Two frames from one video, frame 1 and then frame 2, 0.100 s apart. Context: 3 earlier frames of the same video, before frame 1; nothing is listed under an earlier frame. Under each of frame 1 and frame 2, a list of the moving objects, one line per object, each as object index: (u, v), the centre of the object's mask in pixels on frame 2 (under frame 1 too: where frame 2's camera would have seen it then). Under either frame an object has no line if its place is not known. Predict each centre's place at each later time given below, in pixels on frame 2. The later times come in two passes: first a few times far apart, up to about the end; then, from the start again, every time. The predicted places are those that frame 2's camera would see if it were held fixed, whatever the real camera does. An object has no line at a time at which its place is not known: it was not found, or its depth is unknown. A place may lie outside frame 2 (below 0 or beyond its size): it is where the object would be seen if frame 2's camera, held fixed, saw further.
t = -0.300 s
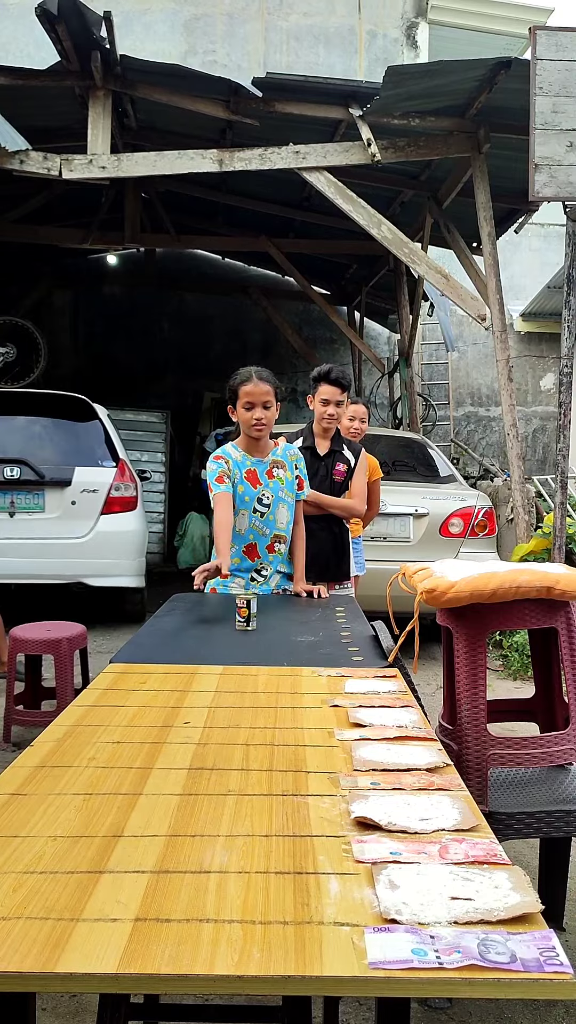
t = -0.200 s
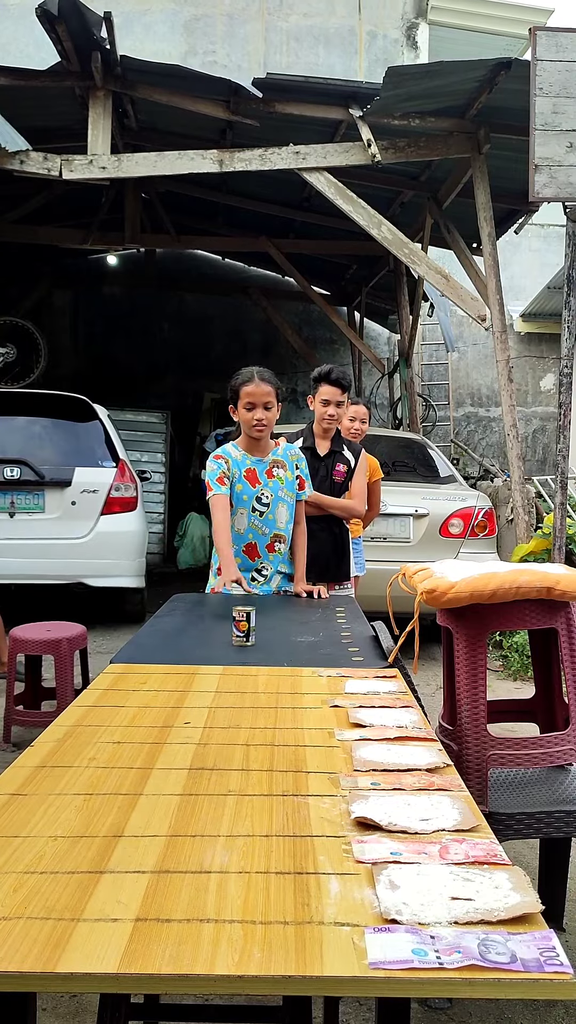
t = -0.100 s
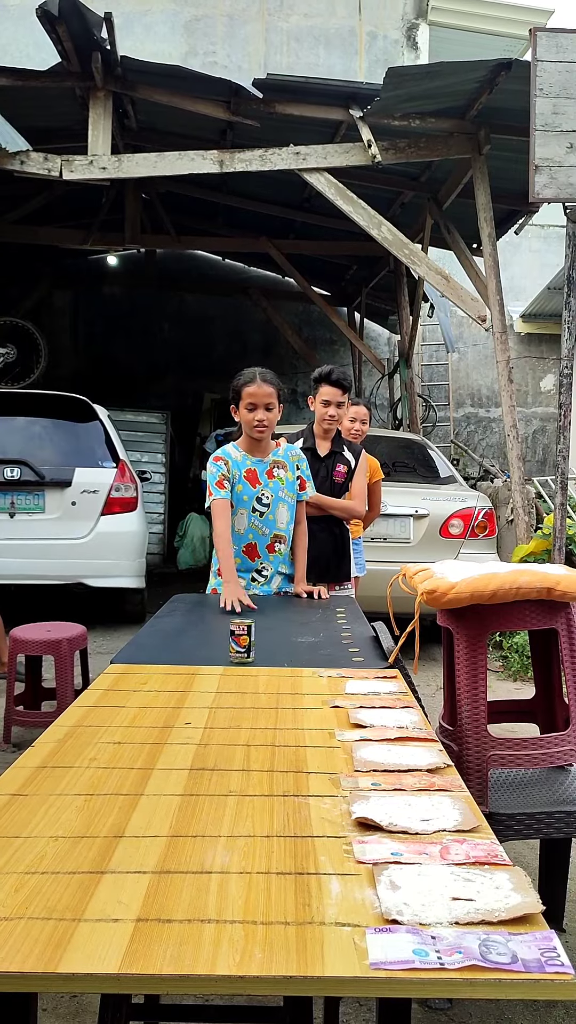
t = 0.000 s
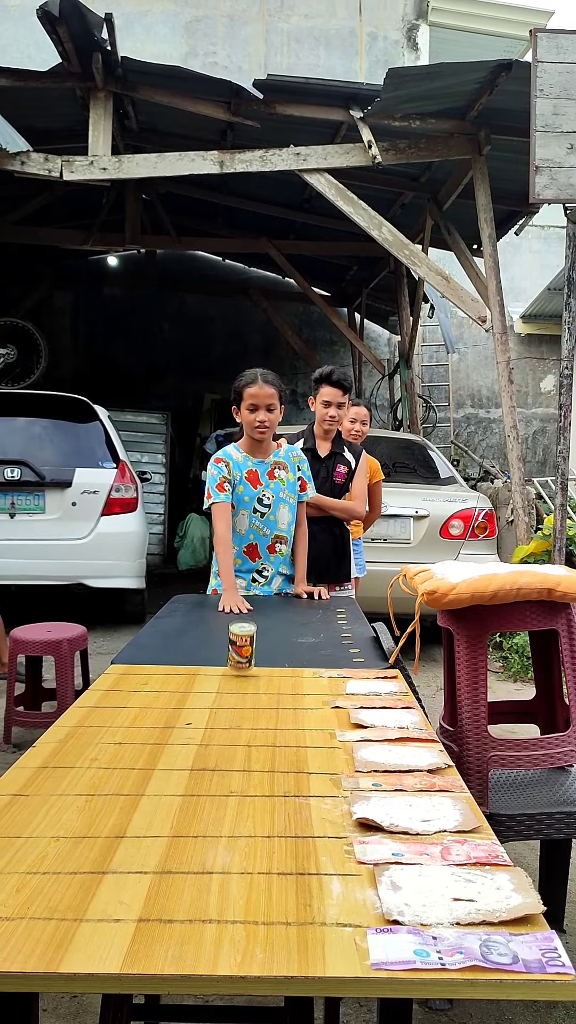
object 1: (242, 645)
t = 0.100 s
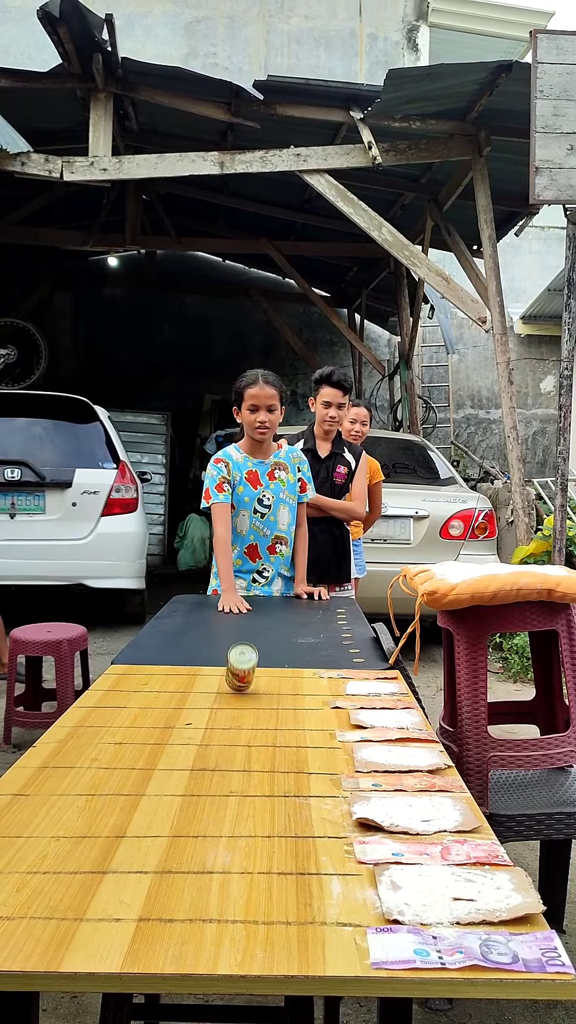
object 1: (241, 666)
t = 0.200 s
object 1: (241, 699)
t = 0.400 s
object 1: (238, 736)
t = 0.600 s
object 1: (233, 766)
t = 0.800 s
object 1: (231, 778)
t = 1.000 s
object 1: (233, 778)
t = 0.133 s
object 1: (242, 677)
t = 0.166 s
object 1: (241, 693)
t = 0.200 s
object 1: (241, 699)
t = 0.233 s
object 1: (241, 705)
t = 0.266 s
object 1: (241, 711)
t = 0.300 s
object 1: (240, 718)
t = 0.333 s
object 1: (240, 724)
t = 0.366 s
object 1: (239, 730)
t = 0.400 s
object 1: (238, 736)
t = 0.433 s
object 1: (238, 741)
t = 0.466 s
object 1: (237, 747)
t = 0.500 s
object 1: (236, 752)
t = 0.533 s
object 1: (235, 757)
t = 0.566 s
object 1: (234, 762)
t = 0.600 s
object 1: (233, 766)
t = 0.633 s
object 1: (232, 769)
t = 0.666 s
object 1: (231, 772)
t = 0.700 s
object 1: (231, 774)
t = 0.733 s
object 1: (231, 776)
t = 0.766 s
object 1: (231, 777)
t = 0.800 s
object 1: (231, 778)
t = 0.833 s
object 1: (232, 778)
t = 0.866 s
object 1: (232, 778)
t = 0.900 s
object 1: (233, 778)
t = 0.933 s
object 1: (233, 778)
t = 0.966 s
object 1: (233, 778)
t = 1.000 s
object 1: (233, 778)
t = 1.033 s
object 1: (234, 778)
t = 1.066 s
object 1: (234, 778)
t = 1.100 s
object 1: (235, 778)
